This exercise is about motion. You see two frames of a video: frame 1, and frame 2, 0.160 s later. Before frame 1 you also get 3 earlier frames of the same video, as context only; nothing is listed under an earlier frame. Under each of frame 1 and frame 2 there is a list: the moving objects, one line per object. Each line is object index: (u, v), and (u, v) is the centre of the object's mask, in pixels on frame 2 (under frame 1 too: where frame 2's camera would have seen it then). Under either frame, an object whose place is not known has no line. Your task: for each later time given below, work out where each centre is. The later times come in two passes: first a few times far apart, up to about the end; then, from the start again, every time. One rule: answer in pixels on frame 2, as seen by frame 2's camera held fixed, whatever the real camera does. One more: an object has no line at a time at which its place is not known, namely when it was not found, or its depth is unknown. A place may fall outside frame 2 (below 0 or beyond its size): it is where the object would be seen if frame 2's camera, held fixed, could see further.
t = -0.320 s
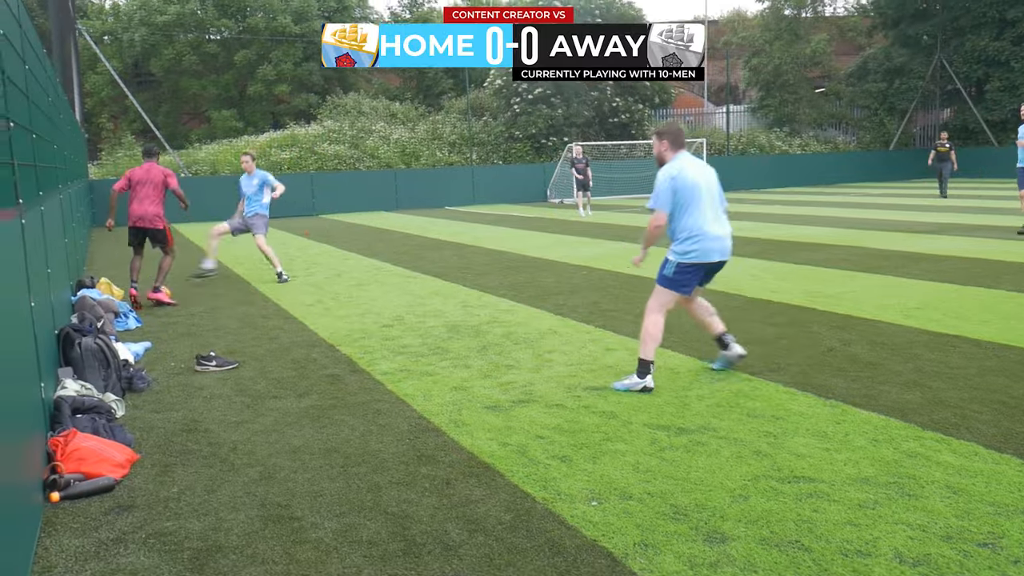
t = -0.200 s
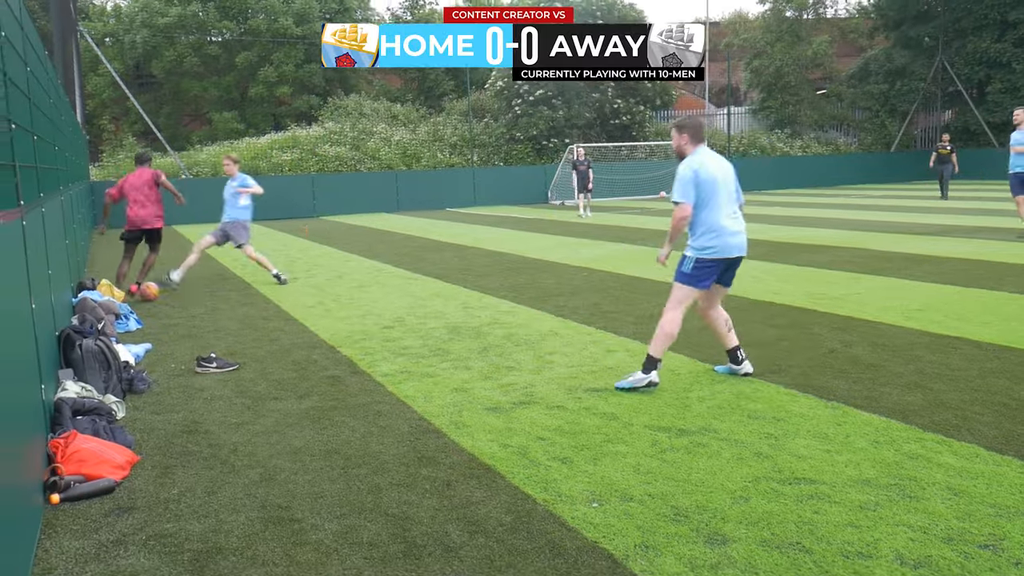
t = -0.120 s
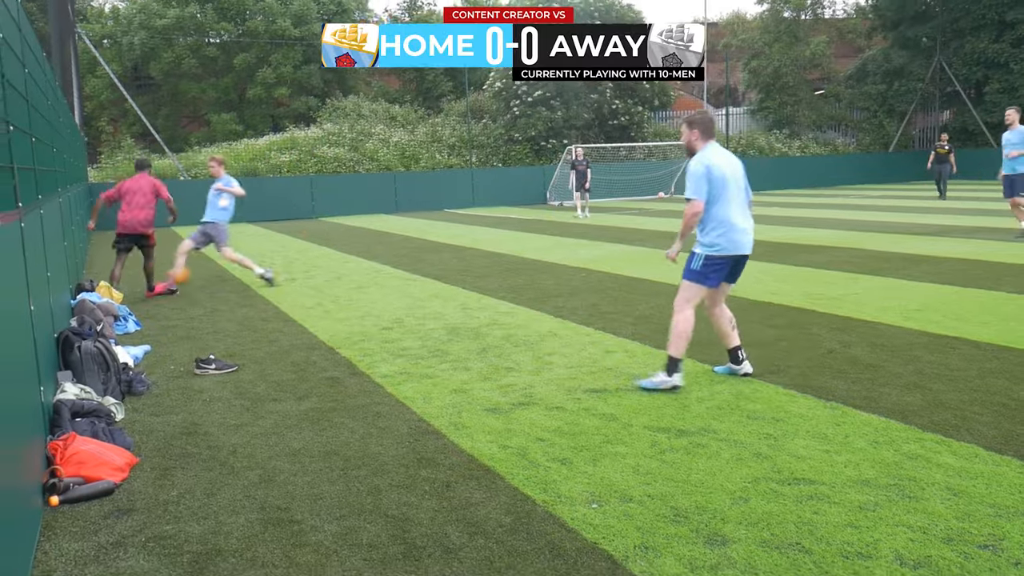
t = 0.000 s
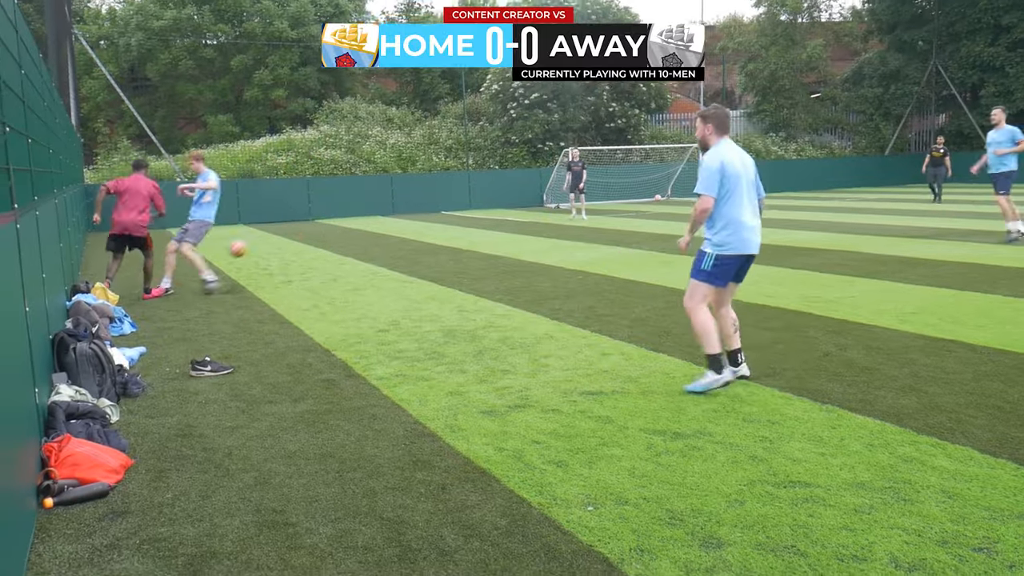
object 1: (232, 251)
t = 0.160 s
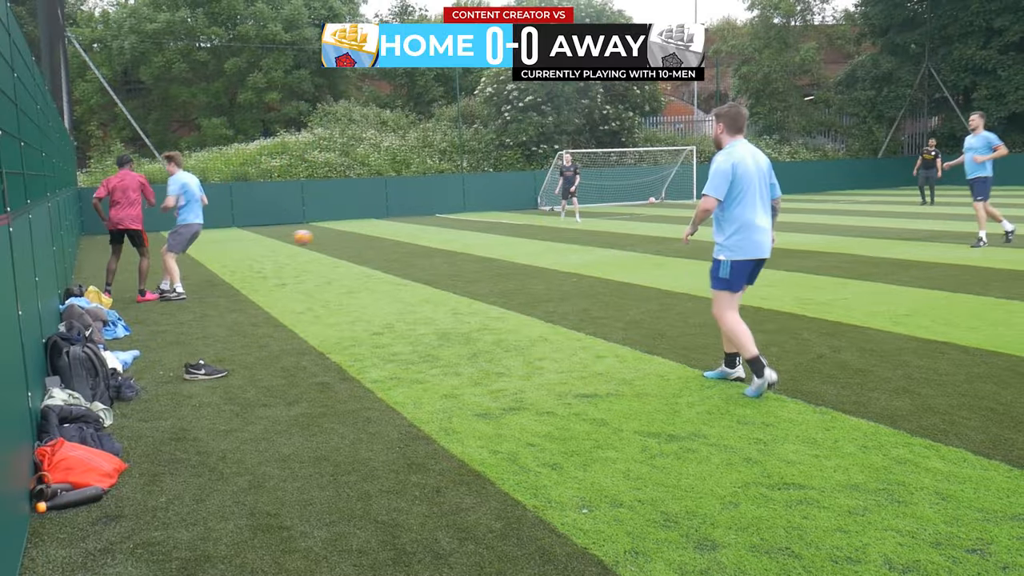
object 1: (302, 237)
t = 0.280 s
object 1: (349, 239)
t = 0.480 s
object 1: (412, 253)
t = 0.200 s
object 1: (318, 236)
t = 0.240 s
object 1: (334, 237)
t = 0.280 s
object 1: (349, 239)
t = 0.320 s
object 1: (364, 242)
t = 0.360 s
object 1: (378, 246)
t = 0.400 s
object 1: (391, 251)
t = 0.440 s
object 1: (404, 257)
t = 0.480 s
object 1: (412, 253)
